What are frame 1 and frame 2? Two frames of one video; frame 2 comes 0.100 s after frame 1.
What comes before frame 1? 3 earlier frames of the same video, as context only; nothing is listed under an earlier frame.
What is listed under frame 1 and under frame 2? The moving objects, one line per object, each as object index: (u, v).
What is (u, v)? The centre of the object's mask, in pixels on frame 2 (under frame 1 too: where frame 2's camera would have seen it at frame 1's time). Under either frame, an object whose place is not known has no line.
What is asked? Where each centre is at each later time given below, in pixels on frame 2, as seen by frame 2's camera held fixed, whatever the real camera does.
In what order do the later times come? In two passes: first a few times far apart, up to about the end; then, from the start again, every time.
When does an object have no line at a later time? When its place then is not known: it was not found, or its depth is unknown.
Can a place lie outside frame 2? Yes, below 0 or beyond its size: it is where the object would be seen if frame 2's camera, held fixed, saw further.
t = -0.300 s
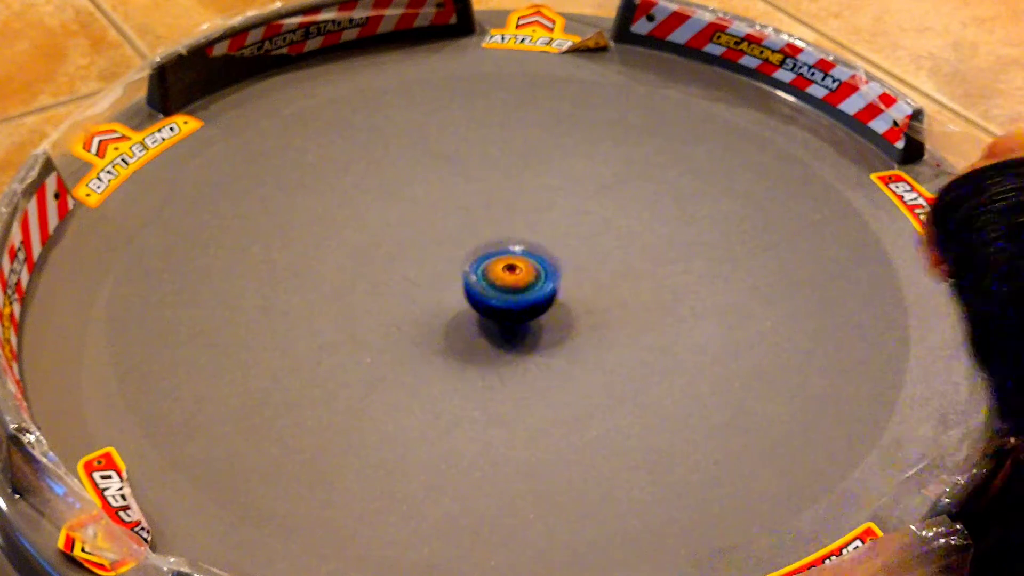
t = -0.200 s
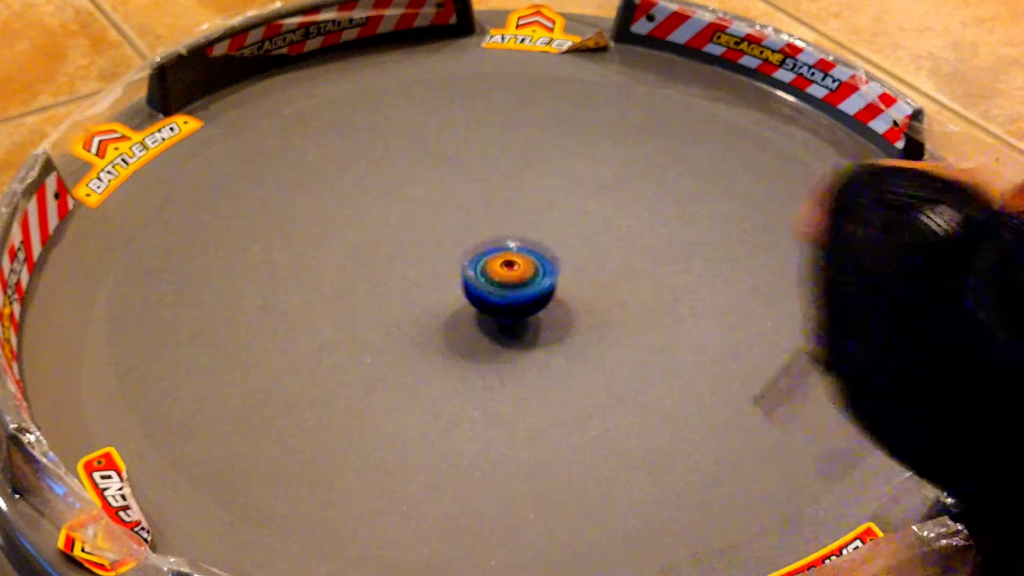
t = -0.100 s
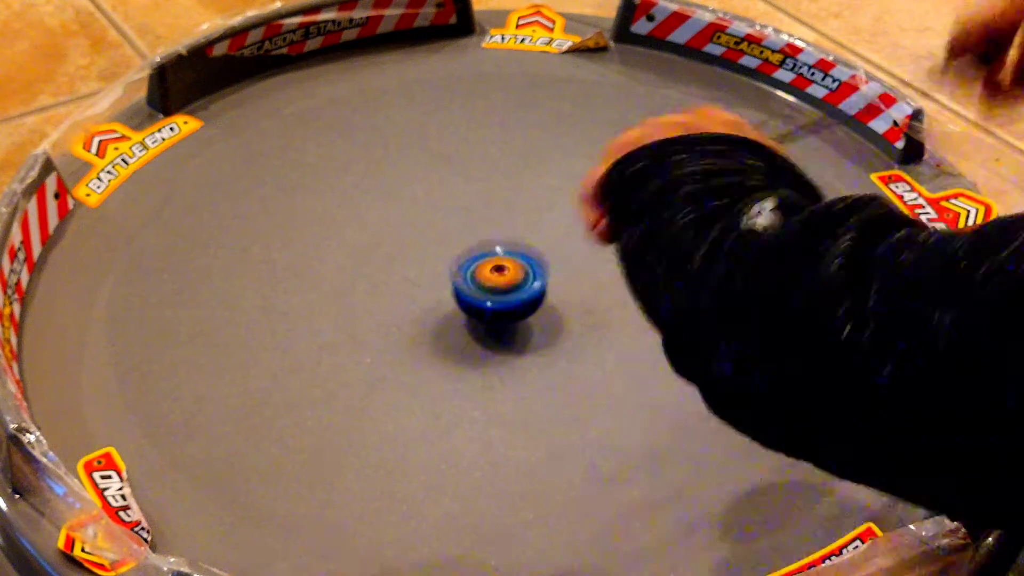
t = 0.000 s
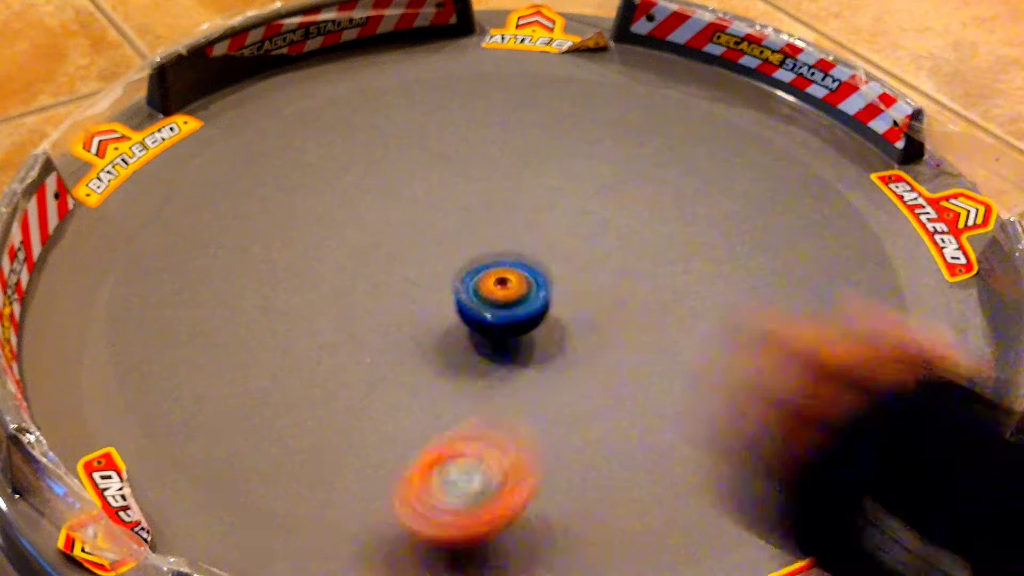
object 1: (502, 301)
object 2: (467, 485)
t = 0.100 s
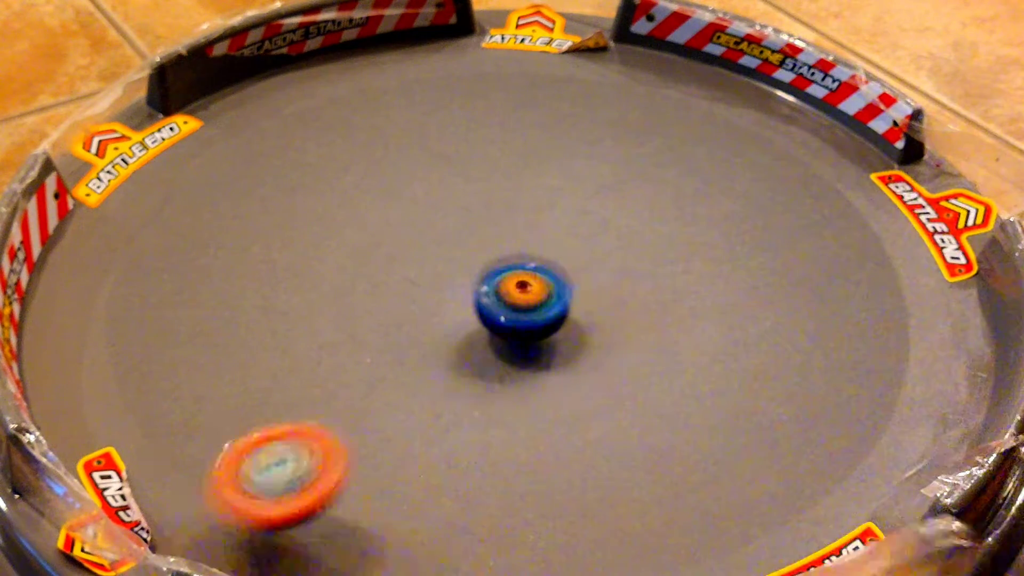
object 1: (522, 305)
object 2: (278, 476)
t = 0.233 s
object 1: (538, 281)
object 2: (114, 445)
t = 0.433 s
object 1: (497, 286)
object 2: (272, 425)
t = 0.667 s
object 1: (557, 286)
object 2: (599, 394)
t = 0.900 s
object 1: (494, 289)
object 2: (712, 304)
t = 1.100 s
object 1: (494, 300)
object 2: (605, 232)
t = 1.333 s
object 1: (388, 339)
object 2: (534, 157)
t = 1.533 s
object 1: (302, 375)
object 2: (454, 160)
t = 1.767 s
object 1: (269, 384)
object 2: (401, 202)
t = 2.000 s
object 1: (282, 383)
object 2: (507, 264)
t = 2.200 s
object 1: (320, 383)
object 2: (550, 308)
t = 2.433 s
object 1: (381, 372)
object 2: (513, 268)
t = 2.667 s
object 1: (466, 340)
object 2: (535, 225)
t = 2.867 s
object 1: (522, 299)
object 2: (593, 237)
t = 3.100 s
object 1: (528, 284)
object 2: (619, 243)
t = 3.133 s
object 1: (519, 283)
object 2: (617, 241)
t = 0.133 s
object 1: (531, 301)
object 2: (222, 481)
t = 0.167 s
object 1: (537, 295)
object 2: (179, 458)
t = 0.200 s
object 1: (540, 288)
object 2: (135, 452)
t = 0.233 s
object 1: (538, 281)
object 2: (114, 445)
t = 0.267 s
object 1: (532, 276)
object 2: (113, 440)
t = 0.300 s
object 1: (522, 272)
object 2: (117, 432)
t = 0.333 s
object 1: (512, 272)
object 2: (152, 427)
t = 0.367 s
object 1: (503, 275)
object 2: (188, 426)
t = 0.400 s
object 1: (498, 280)
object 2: (228, 426)
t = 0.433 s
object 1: (497, 286)
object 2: (272, 425)
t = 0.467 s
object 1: (501, 291)
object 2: (318, 423)
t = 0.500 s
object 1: (510, 294)
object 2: (366, 422)
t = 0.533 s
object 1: (521, 297)
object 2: (416, 419)
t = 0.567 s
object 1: (534, 297)
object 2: (464, 414)
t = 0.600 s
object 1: (546, 296)
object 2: (513, 407)
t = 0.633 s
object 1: (554, 291)
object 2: (558, 401)
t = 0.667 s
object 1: (557, 286)
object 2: (599, 394)
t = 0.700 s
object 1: (555, 280)
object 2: (634, 385)
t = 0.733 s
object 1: (549, 278)
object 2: (663, 375)
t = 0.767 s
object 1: (539, 279)
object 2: (686, 364)
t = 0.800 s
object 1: (528, 281)
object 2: (702, 350)
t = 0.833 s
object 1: (516, 282)
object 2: (711, 335)
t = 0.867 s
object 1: (504, 285)
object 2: (715, 320)
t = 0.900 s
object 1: (494, 289)
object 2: (712, 304)
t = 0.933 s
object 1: (486, 294)
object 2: (703, 288)
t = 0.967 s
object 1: (483, 300)
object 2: (689, 274)
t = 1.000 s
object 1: (484, 304)
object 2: (672, 260)
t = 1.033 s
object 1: (488, 306)
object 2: (651, 249)
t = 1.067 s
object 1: (491, 305)
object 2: (629, 239)
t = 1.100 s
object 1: (494, 300)
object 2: (605, 232)
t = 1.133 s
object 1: (498, 293)
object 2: (579, 227)
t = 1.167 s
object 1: (498, 289)
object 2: (553, 223)
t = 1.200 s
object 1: (475, 299)
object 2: (549, 206)
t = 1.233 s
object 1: (449, 311)
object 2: (548, 189)
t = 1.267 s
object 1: (428, 320)
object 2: (546, 176)
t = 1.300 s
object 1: (406, 329)
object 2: (542, 165)
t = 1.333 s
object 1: (388, 339)
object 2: (534, 157)
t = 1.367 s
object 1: (370, 348)
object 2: (524, 151)
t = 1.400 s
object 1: (354, 354)
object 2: (511, 148)
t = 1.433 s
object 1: (338, 360)
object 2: (498, 147)
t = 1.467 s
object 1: (325, 367)
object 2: (483, 149)
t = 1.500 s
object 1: (313, 372)
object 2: (469, 153)
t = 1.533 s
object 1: (302, 375)
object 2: (454, 160)
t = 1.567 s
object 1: (293, 379)
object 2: (439, 166)
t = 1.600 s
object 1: (286, 381)
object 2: (424, 172)
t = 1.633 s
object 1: (280, 383)
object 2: (412, 178)
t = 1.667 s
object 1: (276, 384)
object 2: (403, 183)
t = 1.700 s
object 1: (273, 384)
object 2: (398, 189)
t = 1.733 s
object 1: (271, 384)
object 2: (398, 195)
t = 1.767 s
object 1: (269, 384)
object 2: (401, 202)
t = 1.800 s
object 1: (268, 385)
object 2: (409, 209)
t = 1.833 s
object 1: (268, 384)
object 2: (420, 215)
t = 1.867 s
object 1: (269, 385)
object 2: (435, 221)
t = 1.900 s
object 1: (271, 385)
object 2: (454, 227)
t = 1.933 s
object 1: (274, 386)
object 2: (474, 237)
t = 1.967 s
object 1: (277, 386)
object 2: (492, 250)
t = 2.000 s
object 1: (282, 383)
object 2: (507, 264)
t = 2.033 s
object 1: (287, 384)
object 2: (519, 277)
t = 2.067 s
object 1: (292, 384)
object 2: (529, 287)
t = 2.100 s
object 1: (298, 384)
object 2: (538, 296)
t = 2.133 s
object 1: (304, 384)
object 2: (546, 301)
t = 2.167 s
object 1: (312, 384)
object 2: (550, 305)
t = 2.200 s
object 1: (320, 383)
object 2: (550, 308)
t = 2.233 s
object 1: (328, 381)
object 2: (547, 309)
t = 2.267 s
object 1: (336, 379)
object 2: (541, 307)
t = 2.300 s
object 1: (344, 378)
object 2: (537, 303)
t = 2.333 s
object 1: (353, 377)
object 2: (531, 296)
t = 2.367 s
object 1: (362, 374)
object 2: (525, 287)
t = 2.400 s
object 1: (372, 373)
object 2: (518, 278)
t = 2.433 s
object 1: (381, 372)
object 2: (513, 268)
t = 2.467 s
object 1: (393, 369)
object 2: (511, 259)
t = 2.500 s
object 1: (403, 366)
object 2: (509, 249)
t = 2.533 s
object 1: (416, 362)
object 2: (511, 241)
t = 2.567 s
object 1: (429, 357)
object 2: (514, 236)
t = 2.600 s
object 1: (442, 352)
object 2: (519, 232)
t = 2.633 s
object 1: (454, 346)
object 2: (526, 227)
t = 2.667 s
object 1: (466, 340)
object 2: (535, 225)
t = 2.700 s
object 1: (478, 333)
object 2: (544, 224)
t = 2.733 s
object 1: (488, 326)
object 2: (555, 224)
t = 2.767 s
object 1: (497, 319)
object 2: (565, 226)
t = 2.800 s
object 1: (506, 312)
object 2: (575, 229)
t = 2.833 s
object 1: (514, 305)
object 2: (583, 233)
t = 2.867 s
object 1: (522, 299)
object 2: (593, 237)
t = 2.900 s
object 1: (519, 297)
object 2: (608, 237)
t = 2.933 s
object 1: (519, 295)
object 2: (618, 236)
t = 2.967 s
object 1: (520, 292)
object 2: (626, 237)
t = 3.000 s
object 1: (522, 289)
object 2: (631, 238)
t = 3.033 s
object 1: (523, 288)
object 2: (631, 240)
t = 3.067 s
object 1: (526, 286)
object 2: (627, 242)
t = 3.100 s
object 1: (528, 284)
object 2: (619, 243)
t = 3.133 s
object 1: (519, 283)
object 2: (617, 241)
